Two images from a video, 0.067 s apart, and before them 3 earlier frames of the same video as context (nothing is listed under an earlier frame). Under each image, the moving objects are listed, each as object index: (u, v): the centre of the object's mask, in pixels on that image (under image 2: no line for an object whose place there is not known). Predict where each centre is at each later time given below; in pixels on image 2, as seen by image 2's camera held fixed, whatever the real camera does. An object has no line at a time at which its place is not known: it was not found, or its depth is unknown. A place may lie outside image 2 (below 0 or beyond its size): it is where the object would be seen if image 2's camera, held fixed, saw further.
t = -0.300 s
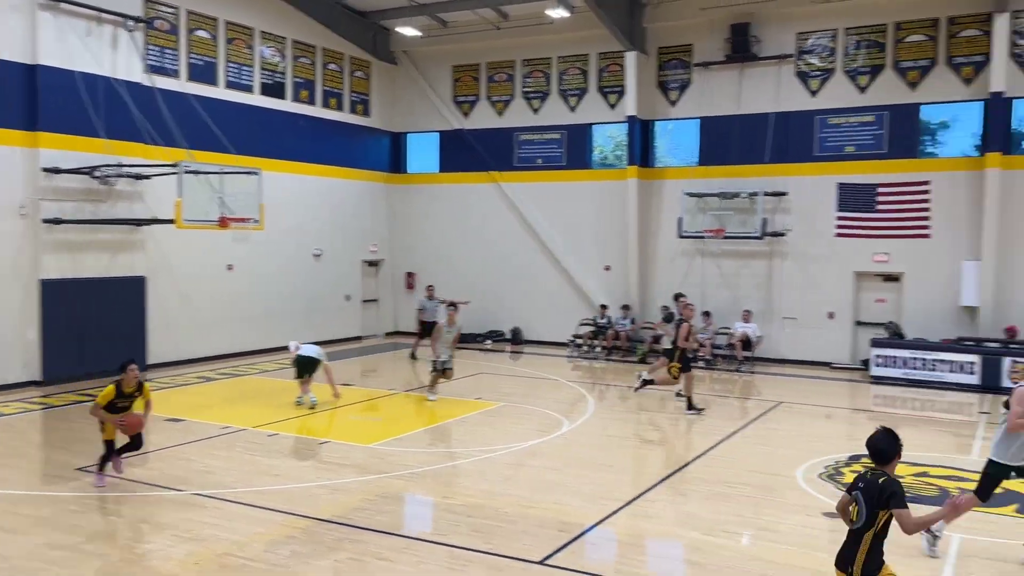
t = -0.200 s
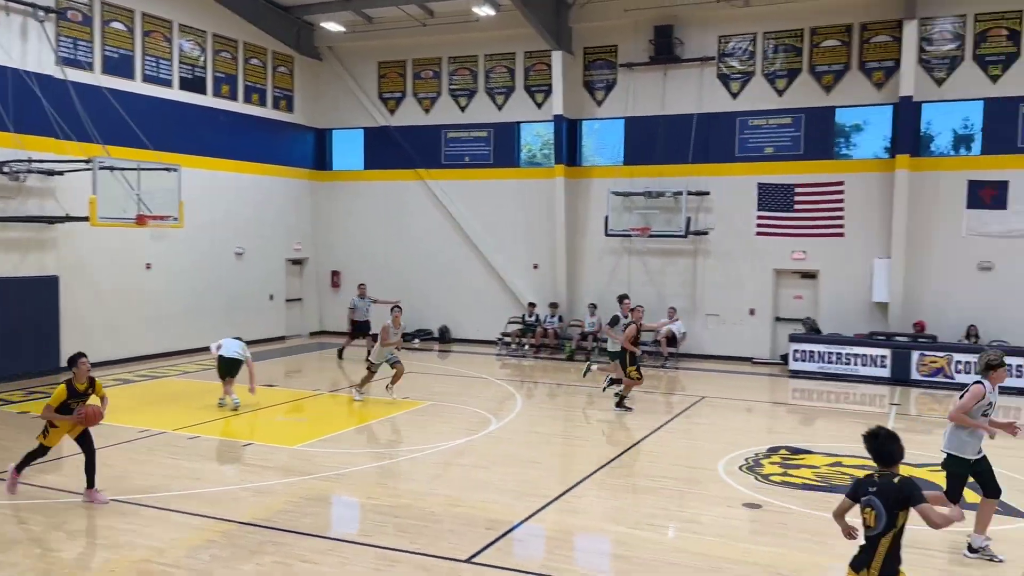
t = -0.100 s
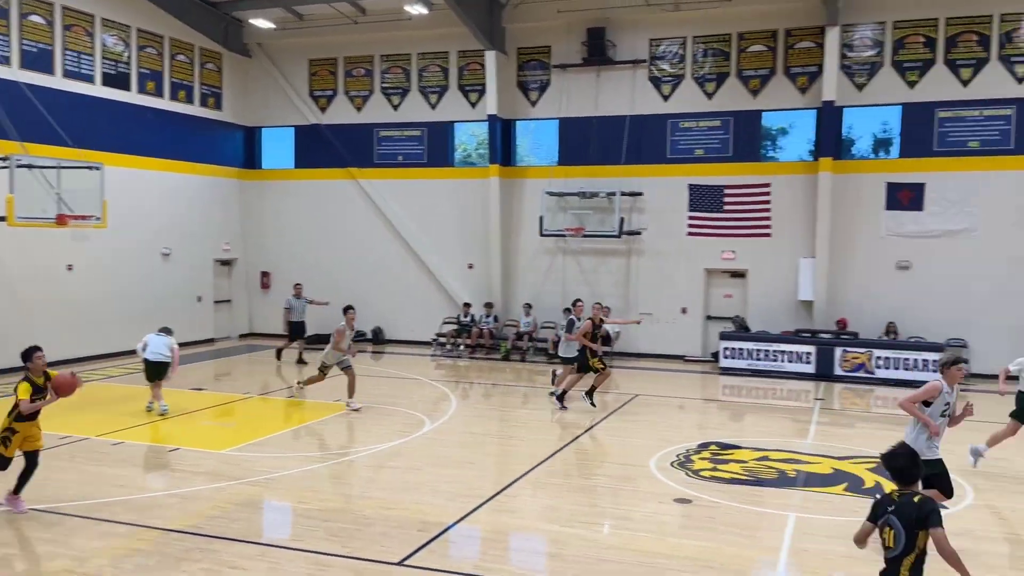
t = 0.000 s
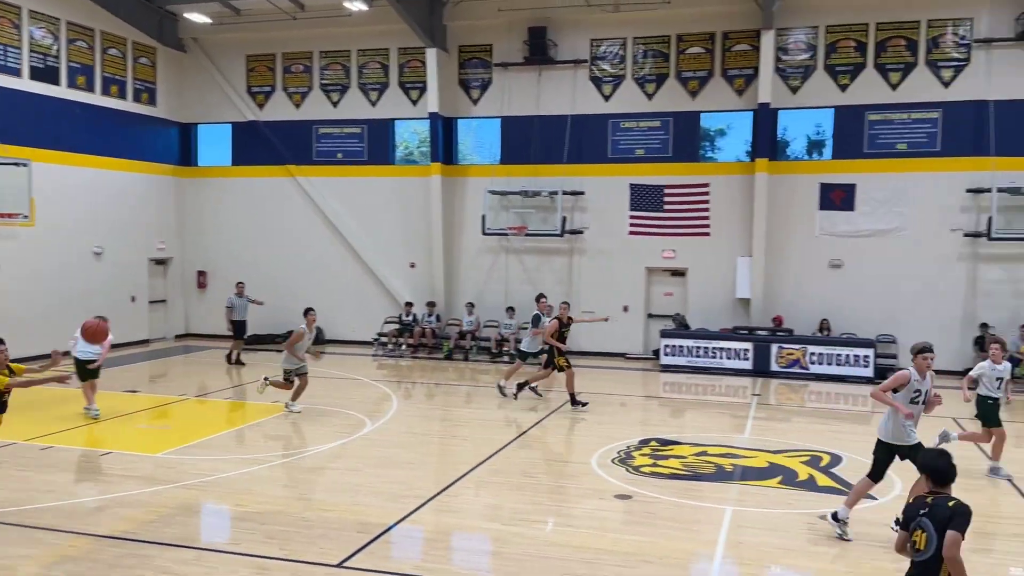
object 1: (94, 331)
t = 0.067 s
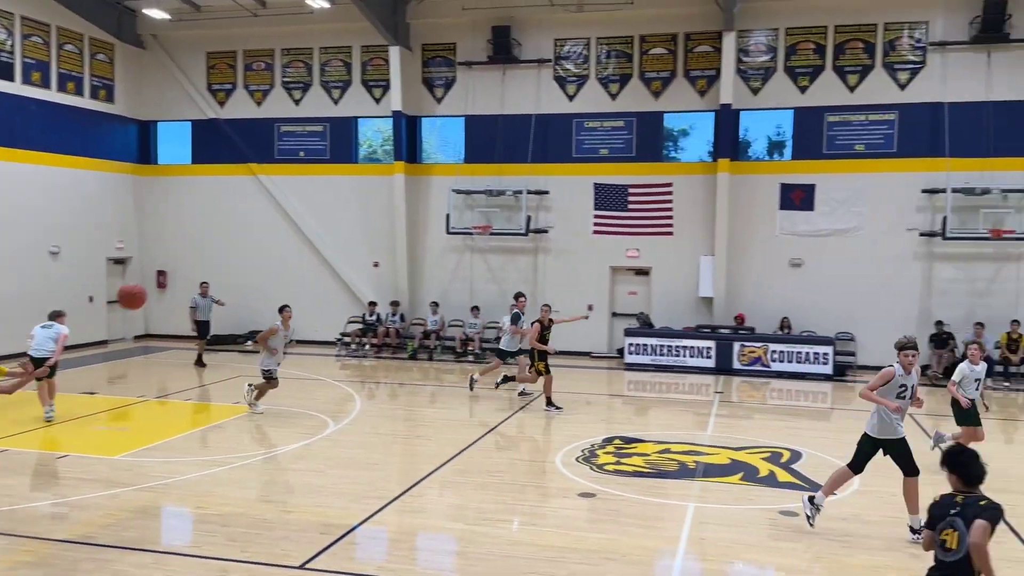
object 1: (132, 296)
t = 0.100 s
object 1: (174, 279)
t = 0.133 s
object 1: (218, 263)
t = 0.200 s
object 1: (307, 233)
